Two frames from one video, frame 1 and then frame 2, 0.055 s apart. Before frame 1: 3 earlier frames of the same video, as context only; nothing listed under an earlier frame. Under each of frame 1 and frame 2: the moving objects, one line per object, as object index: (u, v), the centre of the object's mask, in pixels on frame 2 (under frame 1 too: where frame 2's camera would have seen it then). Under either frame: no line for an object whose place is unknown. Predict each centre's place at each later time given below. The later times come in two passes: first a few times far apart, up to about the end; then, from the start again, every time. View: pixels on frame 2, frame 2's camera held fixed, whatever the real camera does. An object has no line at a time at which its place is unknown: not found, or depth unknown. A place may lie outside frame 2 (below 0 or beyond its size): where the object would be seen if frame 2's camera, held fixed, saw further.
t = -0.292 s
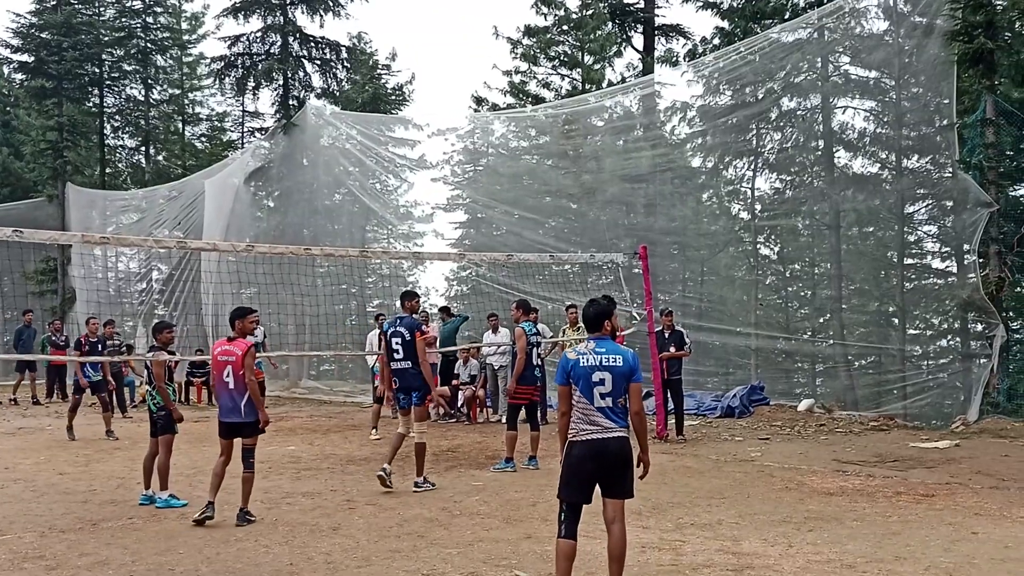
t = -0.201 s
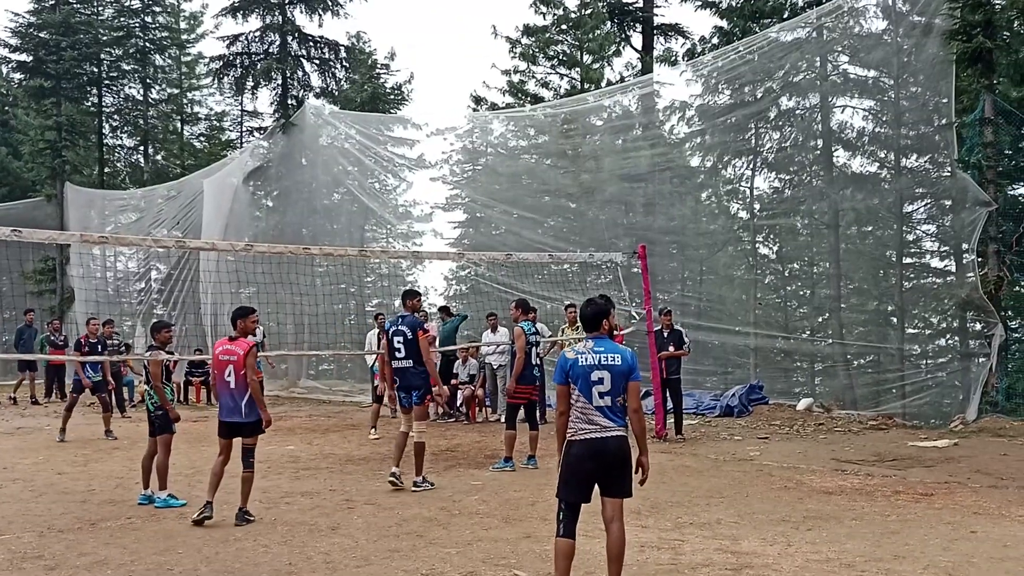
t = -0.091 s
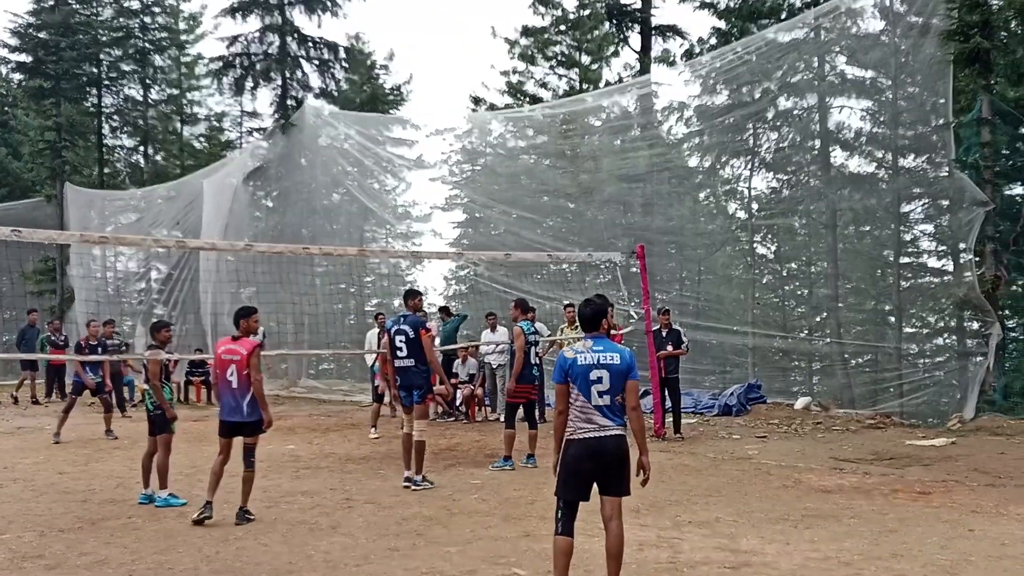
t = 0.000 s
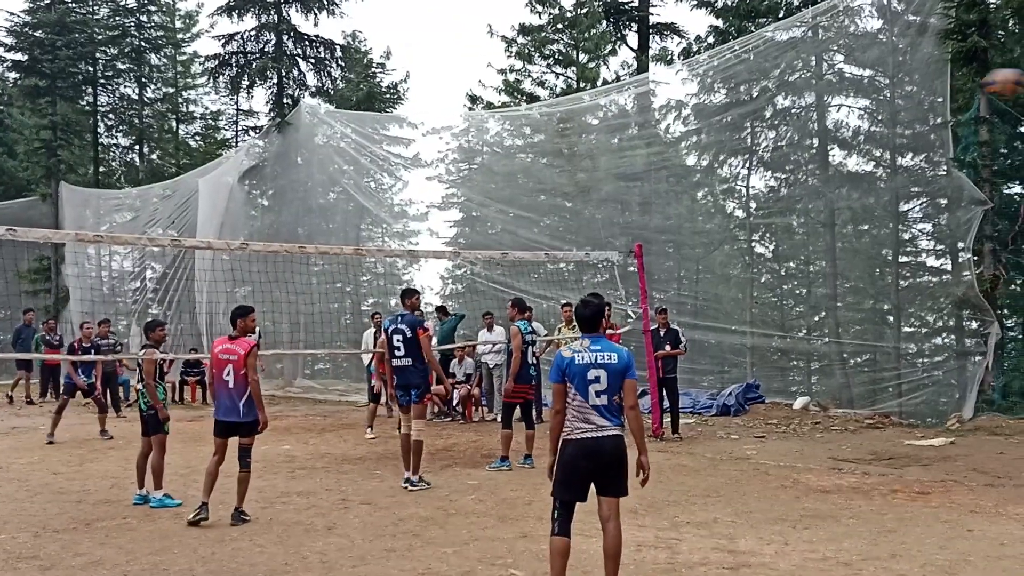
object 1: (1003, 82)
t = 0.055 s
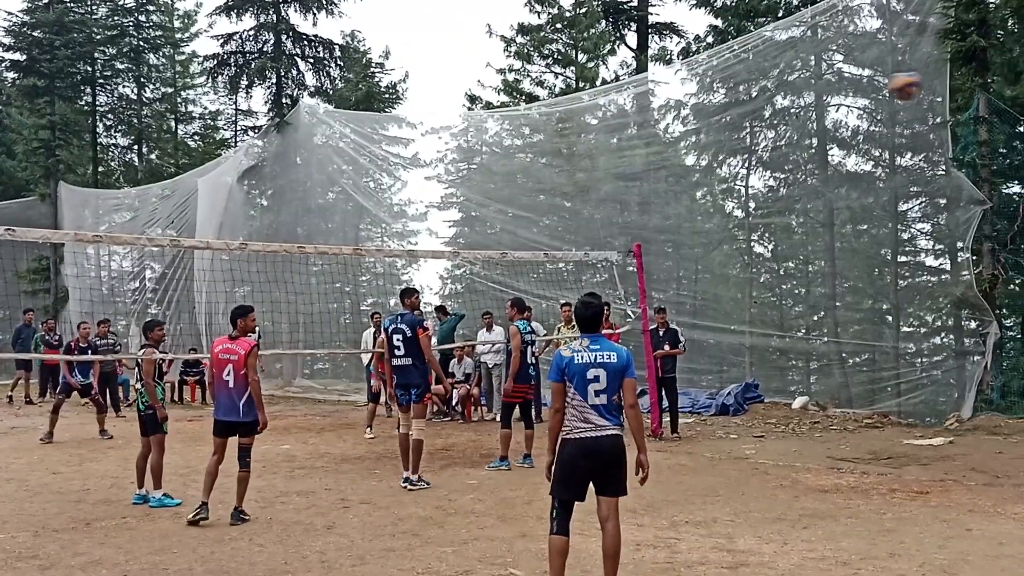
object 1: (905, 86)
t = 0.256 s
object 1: (606, 130)
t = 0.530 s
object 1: (320, 236)
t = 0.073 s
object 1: (872, 87)
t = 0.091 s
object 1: (842, 89)
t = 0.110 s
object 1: (813, 93)
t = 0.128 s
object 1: (783, 97)
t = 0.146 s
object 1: (757, 100)
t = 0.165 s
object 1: (731, 105)
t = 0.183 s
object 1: (703, 111)
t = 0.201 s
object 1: (678, 113)
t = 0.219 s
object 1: (652, 120)
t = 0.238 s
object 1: (629, 123)
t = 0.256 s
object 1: (606, 130)
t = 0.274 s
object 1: (582, 136)
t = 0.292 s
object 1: (562, 140)
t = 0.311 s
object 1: (539, 148)
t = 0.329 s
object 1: (519, 154)
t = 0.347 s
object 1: (499, 161)
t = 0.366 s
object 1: (479, 166)
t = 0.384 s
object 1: (458, 174)
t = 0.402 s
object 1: (440, 181)
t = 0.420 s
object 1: (421, 188)
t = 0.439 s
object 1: (402, 197)
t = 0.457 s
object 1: (384, 205)
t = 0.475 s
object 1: (368, 213)
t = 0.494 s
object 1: (351, 220)
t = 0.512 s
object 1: (335, 229)
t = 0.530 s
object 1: (320, 236)
